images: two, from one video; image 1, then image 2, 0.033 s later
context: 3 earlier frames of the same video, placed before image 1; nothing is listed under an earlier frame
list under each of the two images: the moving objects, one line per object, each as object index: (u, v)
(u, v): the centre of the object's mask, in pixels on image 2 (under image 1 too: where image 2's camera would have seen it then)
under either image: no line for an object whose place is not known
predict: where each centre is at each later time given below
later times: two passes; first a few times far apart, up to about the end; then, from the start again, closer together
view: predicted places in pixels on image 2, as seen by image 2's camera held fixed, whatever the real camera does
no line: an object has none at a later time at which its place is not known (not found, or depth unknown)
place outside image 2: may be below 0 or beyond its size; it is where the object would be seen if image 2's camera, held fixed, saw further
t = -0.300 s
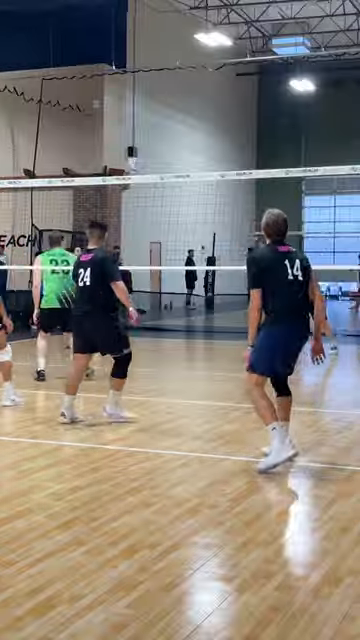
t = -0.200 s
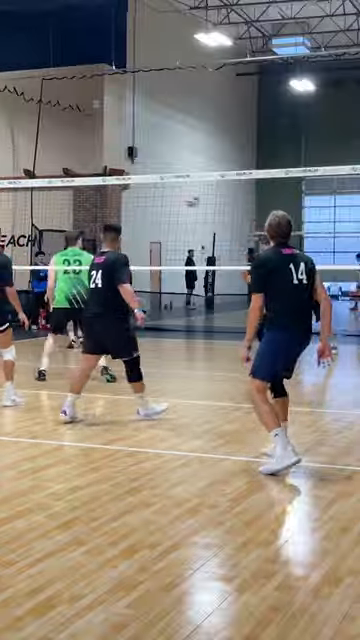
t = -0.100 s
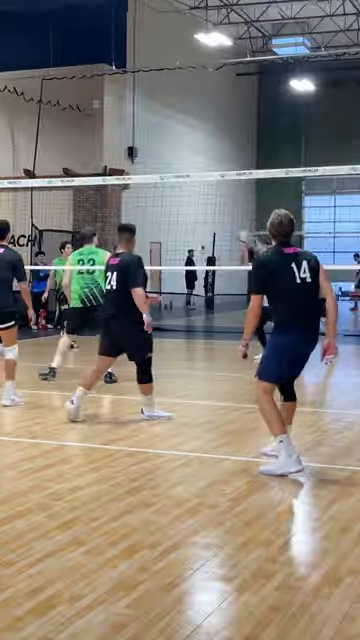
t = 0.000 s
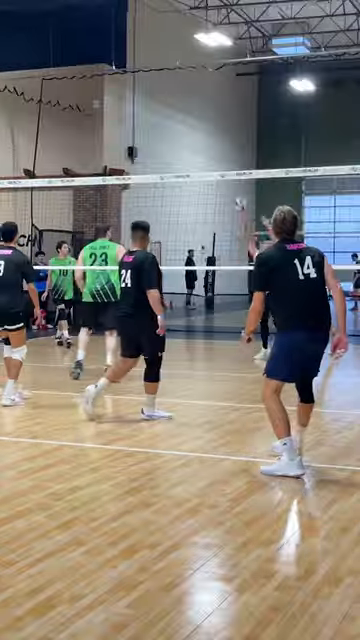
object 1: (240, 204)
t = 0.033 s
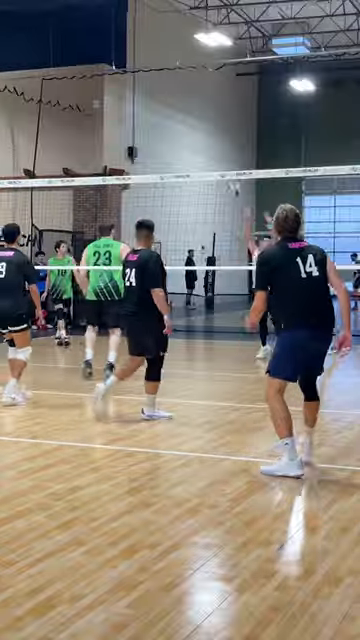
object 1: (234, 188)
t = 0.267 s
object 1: (196, 103)
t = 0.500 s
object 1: (157, 52)
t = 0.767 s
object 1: (110, 42)
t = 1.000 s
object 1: (69, 74)
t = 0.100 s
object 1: (223, 160)
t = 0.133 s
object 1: (218, 146)
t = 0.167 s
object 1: (212, 135)
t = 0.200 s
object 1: (207, 122)
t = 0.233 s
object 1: (201, 112)
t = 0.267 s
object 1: (196, 103)
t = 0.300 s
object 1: (190, 93)
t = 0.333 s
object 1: (185, 84)
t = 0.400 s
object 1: (174, 69)
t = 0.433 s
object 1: (168, 63)
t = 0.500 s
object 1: (157, 52)
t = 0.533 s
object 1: (151, 48)
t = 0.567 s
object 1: (145, 44)
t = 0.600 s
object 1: (139, 41)
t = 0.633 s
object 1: (133, 40)
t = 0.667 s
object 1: (128, 40)
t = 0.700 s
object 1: (122, 40)
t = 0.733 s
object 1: (116, 41)
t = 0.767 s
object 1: (110, 42)
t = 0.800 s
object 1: (104, 44)
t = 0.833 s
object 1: (98, 47)
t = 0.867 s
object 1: (92, 51)
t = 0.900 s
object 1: (86, 55)
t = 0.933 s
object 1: (80, 61)
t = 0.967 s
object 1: (75, 67)
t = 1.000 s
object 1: (69, 74)
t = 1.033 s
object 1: (63, 82)
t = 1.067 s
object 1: (57, 90)
